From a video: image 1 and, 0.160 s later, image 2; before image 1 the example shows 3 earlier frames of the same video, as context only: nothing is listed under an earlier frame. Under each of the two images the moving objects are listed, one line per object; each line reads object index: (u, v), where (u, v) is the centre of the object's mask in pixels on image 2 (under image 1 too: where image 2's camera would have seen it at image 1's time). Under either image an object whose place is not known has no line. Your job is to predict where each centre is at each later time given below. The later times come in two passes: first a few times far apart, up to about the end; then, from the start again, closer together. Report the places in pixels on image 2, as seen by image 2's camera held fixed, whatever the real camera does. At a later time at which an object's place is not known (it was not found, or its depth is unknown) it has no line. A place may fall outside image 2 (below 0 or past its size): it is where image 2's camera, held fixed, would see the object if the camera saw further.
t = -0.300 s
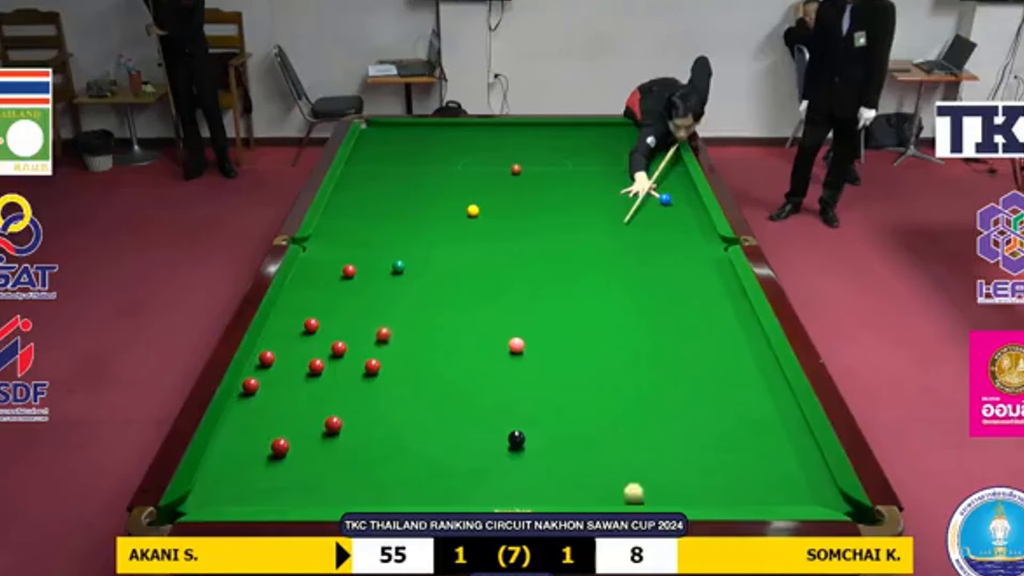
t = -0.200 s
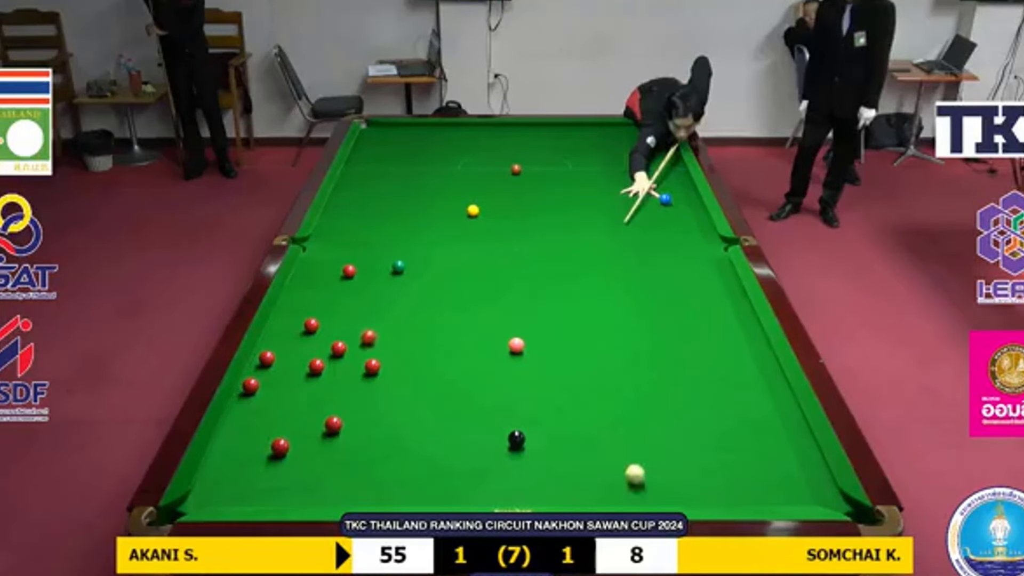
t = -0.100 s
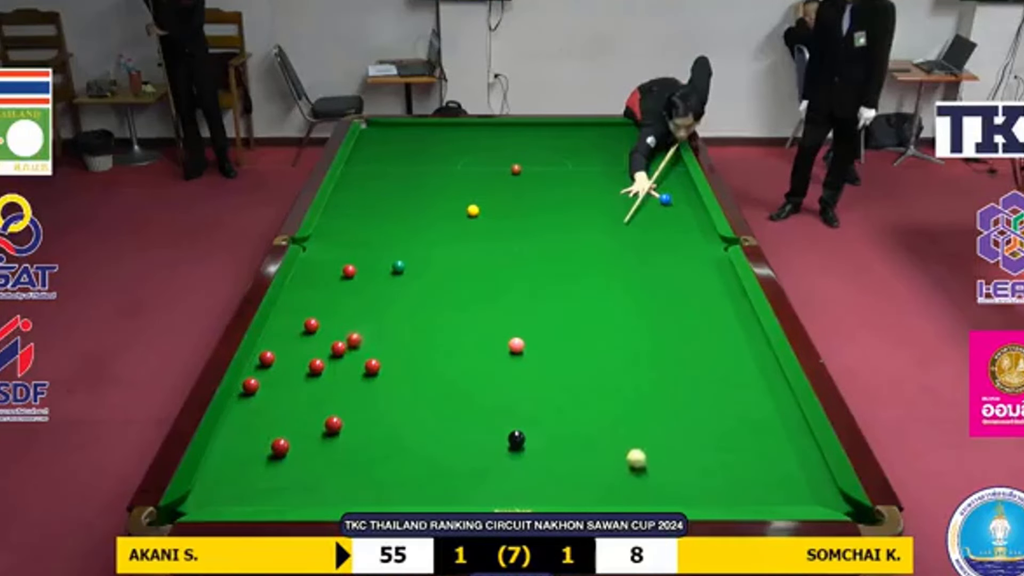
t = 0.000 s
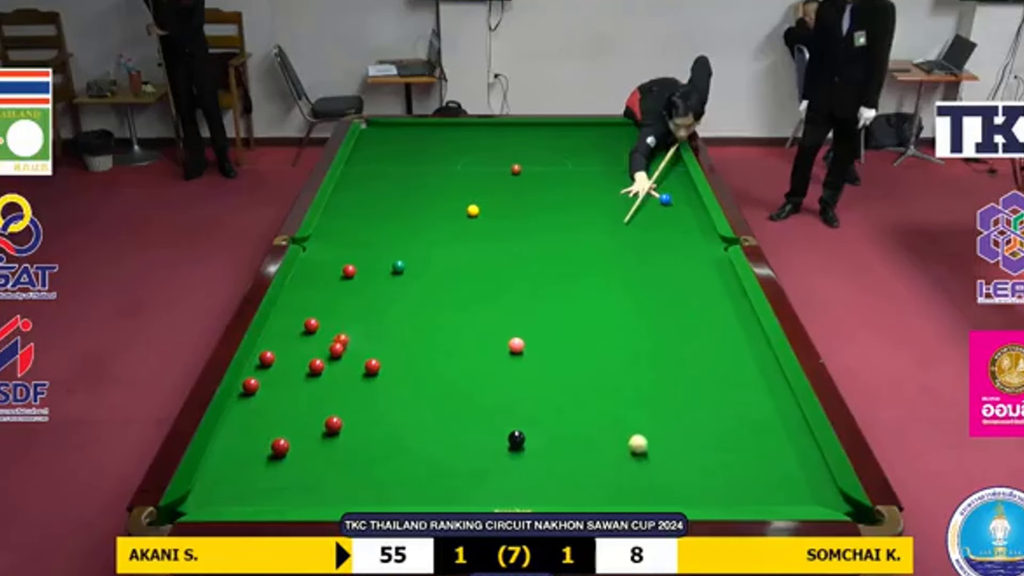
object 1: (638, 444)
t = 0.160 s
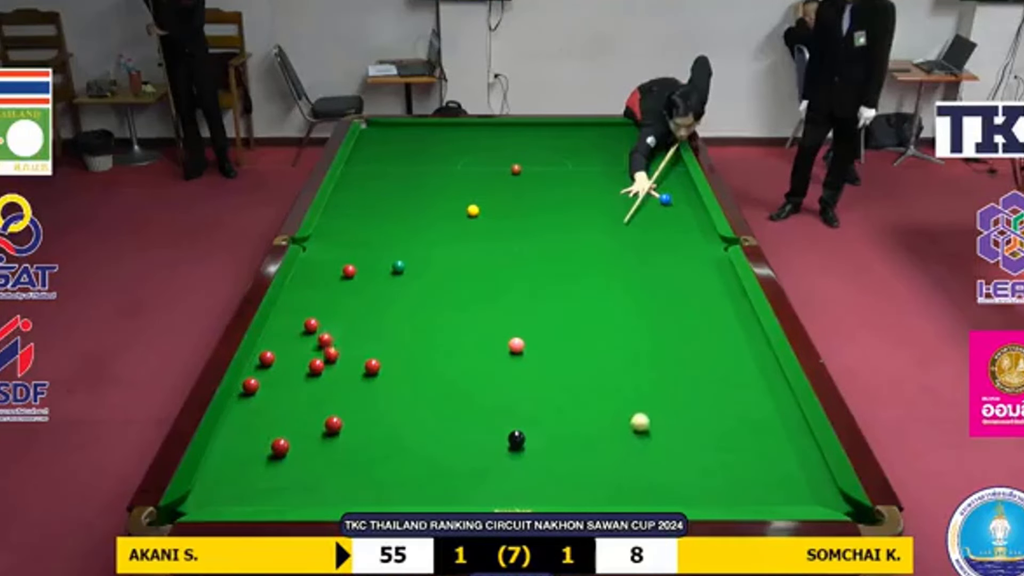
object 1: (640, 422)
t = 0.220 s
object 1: (641, 415)
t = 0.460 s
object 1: (644, 386)
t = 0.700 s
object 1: (647, 362)
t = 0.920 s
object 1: (649, 342)
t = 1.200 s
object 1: (651, 319)
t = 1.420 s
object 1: (653, 303)
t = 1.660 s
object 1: (655, 288)
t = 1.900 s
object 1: (656, 276)
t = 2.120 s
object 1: (658, 261)
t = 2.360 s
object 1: (659, 249)
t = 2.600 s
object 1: (661, 239)
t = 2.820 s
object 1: (661, 230)
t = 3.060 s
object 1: (662, 221)
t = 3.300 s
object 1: (663, 212)
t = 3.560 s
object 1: (663, 205)
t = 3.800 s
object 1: (662, 202)
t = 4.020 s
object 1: (662, 202)
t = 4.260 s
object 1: (661, 201)
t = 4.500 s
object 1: (661, 200)
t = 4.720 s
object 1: (661, 200)
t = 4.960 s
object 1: (661, 200)
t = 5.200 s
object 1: (661, 201)
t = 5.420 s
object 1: (661, 201)
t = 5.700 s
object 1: (661, 201)
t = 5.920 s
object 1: (661, 201)
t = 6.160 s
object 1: (661, 201)
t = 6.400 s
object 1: (661, 200)
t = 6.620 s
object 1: (661, 200)
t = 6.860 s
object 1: (661, 201)
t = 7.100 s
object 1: (661, 200)
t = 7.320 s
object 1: (661, 200)
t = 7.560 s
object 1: (661, 201)
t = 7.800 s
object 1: (661, 201)
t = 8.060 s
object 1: (661, 201)
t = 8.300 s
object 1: (661, 201)
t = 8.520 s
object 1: (661, 201)
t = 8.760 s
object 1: (661, 201)
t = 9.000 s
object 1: (661, 201)
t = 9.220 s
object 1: (661, 201)
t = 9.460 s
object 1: (661, 201)
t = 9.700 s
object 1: (661, 201)
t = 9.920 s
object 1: (661, 201)
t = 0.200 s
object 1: (641, 417)
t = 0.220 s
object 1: (641, 415)
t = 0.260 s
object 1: (642, 410)
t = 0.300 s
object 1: (642, 405)
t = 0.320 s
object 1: (642, 403)
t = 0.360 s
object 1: (643, 398)
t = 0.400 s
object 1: (643, 393)
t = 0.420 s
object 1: (644, 391)
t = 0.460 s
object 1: (644, 386)
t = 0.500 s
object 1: (644, 382)
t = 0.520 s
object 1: (644, 380)
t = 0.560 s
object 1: (645, 376)
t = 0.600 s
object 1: (646, 372)
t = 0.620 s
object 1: (646, 370)
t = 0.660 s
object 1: (646, 366)
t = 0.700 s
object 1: (647, 362)
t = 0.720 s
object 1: (647, 360)
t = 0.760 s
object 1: (647, 356)
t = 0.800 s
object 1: (648, 352)
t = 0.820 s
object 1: (648, 351)
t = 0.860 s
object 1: (648, 347)
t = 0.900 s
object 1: (648, 343)
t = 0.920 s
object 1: (649, 342)
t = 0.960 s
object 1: (649, 338)
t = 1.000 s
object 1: (650, 335)
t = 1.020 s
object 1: (650, 333)
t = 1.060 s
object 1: (650, 330)
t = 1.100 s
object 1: (650, 327)
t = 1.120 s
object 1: (650, 325)
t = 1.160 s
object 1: (651, 322)
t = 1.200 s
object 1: (651, 319)
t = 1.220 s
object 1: (651, 317)
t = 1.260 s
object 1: (651, 314)
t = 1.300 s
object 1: (652, 311)
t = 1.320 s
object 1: (652, 310)
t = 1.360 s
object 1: (652, 307)
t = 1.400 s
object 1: (653, 304)
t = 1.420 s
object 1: (653, 303)
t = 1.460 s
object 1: (653, 300)
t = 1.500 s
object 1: (653, 299)
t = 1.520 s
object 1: (653, 298)
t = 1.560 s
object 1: (654, 295)
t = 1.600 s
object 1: (654, 292)
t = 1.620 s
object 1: (655, 290)
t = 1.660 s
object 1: (655, 288)
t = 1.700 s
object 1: (655, 286)
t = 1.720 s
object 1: (655, 285)
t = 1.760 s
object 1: (655, 283)
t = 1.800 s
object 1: (655, 281)
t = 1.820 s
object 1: (656, 280)
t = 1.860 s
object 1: (656, 279)
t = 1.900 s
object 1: (656, 276)
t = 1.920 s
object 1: (656, 275)
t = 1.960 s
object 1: (657, 273)
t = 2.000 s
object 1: (657, 271)
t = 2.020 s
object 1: (657, 270)
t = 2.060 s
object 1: (658, 264)
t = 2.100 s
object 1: (658, 262)
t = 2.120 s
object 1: (658, 261)
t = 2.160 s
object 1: (659, 259)
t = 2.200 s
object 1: (659, 257)
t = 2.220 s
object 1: (658, 256)
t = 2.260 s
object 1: (659, 254)
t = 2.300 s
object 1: (659, 252)
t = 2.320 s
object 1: (659, 251)
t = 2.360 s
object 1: (659, 249)
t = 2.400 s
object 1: (660, 248)
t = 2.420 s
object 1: (660, 247)
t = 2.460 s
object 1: (660, 245)
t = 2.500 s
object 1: (660, 243)
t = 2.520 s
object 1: (660, 242)
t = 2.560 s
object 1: (660, 240)
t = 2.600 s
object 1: (661, 239)
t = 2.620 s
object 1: (661, 238)
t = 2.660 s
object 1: (661, 236)
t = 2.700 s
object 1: (661, 234)
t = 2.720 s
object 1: (661, 234)
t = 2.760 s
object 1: (661, 232)
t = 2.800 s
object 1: (661, 231)
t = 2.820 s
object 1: (661, 230)
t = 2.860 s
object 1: (661, 228)
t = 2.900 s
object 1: (662, 226)
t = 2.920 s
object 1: (662, 226)
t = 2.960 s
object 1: (662, 224)
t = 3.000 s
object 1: (662, 223)
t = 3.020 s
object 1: (662, 222)
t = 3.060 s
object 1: (662, 221)
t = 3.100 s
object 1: (662, 219)
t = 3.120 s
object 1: (662, 218)
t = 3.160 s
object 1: (662, 217)
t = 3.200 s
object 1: (663, 216)
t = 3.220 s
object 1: (663, 215)
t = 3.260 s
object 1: (663, 213)
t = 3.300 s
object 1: (663, 212)
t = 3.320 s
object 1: (663, 212)
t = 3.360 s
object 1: (663, 211)
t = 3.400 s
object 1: (663, 209)
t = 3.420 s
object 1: (663, 209)
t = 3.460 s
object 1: (663, 207)
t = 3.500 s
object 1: (663, 206)
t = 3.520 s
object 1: (663, 206)
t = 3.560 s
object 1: (663, 205)
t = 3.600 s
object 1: (663, 203)
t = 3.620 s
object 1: (663, 203)
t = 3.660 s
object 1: (663, 203)
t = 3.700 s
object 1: (663, 203)
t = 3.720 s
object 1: (663, 203)
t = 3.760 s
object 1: (663, 203)
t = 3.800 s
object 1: (662, 202)
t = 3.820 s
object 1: (662, 202)
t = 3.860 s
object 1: (662, 202)
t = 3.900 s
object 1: (662, 202)
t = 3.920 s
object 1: (662, 202)
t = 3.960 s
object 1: (662, 202)
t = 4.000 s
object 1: (662, 202)
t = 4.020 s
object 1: (662, 202)
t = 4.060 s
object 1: (662, 201)
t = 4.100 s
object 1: (662, 201)
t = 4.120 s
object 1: (662, 201)
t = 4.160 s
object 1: (661, 201)
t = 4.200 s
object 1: (661, 201)
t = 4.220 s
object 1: (661, 201)
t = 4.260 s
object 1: (661, 201)
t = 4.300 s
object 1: (661, 201)
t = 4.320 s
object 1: (661, 201)
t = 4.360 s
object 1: (661, 200)
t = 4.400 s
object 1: (661, 200)
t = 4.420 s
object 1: (661, 200)
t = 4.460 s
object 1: (661, 200)
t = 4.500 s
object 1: (661, 200)
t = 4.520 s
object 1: (661, 200)
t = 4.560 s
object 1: (661, 200)
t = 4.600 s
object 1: (661, 200)
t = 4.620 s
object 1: (661, 200)
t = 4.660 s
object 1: (661, 200)
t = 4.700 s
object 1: (661, 200)
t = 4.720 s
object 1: (661, 200)
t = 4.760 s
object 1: (661, 200)
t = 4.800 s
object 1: (661, 200)
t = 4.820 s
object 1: (661, 200)
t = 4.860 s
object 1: (661, 200)
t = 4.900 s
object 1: (661, 200)
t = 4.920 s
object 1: (661, 200)
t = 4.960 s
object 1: (661, 200)
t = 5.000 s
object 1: (661, 200)
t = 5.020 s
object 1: (661, 200)
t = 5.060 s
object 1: (661, 200)
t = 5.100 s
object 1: (661, 200)
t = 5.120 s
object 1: (661, 200)
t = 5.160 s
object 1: (661, 200)
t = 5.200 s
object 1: (661, 201)
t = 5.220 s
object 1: (661, 201)
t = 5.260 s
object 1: (661, 201)
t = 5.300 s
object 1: (661, 201)
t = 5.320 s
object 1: (661, 201)
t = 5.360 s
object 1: (661, 201)
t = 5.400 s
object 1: (661, 201)
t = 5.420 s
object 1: (661, 201)
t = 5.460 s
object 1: (661, 201)
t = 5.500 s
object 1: (661, 201)
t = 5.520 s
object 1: (661, 201)
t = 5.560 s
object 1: (661, 201)
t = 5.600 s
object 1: (661, 201)
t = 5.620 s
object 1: (661, 201)
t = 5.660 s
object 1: (661, 201)
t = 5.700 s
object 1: (661, 201)
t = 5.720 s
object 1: (661, 201)
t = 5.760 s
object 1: (661, 201)
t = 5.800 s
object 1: (661, 201)
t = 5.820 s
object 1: (661, 201)
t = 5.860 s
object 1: (661, 201)
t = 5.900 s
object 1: (661, 201)
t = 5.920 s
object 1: (661, 201)
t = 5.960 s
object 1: (661, 201)
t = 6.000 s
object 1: (661, 201)
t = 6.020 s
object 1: (661, 201)
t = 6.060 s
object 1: (661, 201)
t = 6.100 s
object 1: (661, 201)
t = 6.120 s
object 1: (661, 201)
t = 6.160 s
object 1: (661, 201)
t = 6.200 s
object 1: (661, 201)
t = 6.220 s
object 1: (661, 201)
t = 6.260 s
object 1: (661, 200)
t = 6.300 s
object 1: (661, 200)
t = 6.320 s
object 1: (661, 201)
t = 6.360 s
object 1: (661, 200)
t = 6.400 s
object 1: (661, 200)
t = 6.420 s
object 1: (661, 200)
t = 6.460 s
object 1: (661, 200)
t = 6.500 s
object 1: (661, 200)
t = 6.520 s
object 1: (661, 200)
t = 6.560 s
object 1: (661, 200)
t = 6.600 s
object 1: (661, 200)
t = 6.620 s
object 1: (661, 200)
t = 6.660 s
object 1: (661, 200)
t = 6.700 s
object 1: (661, 200)
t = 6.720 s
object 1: (661, 200)
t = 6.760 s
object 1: (661, 200)
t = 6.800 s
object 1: (661, 200)
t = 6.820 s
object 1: (661, 200)
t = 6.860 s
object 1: (661, 201)
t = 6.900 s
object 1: (661, 200)
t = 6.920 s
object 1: (661, 200)
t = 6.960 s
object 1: (661, 201)
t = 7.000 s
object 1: (661, 200)
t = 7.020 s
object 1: (661, 200)
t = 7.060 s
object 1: (661, 200)
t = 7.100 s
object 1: (661, 200)
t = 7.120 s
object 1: (661, 200)
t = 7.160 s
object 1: (661, 200)
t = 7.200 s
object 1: (661, 200)
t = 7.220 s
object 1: (661, 200)
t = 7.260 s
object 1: (661, 200)
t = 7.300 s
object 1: (661, 200)
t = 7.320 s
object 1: (661, 200)
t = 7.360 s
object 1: (661, 200)
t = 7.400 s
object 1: (661, 200)
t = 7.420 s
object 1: (661, 200)
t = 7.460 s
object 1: (661, 201)
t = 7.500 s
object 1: (661, 201)
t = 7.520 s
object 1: (661, 201)
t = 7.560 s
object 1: (661, 201)
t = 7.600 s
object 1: (661, 201)
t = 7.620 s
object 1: (661, 201)
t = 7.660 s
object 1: (661, 201)
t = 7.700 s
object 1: (661, 201)
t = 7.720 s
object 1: (661, 201)
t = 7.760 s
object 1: (661, 201)
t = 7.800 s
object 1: (661, 201)
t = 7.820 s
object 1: (661, 201)
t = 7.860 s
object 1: (661, 201)
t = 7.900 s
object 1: (661, 201)
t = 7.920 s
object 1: (661, 201)
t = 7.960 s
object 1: (661, 201)
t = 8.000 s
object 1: (661, 201)
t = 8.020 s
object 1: (661, 201)
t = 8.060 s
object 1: (661, 201)
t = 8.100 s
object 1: (661, 201)
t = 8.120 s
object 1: (661, 201)
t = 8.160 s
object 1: (661, 201)
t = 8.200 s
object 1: (661, 201)
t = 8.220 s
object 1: (661, 201)
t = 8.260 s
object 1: (661, 201)
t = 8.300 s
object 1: (661, 201)
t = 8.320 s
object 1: (661, 201)
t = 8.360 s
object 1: (661, 201)
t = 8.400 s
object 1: (661, 201)
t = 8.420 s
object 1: (661, 201)
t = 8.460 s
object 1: (661, 201)
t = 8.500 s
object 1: (661, 201)
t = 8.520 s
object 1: (661, 201)
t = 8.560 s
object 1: (661, 201)
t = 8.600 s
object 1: (661, 201)
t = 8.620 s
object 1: (661, 201)
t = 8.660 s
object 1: (661, 201)
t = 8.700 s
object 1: (661, 201)
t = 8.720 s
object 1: (661, 201)
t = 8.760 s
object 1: (661, 201)
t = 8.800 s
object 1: (661, 201)
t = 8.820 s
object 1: (661, 201)
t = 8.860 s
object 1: (661, 201)
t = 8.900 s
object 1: (661, 201)
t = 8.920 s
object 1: (661, 201)
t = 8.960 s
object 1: (661, 201)
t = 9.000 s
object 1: (661, 201)
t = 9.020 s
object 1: (661, 201)
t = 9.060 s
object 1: (661, 201)
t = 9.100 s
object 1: (661, 201)
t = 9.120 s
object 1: (661, 201)
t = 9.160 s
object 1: (661, 201)
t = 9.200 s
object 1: (661, 201)
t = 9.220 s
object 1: (661, 201)
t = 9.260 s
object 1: (661, 201)
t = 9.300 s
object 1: (661, 201)
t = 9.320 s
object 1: (661, 201)
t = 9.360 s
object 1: (661, 201)
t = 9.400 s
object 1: (661, 201)
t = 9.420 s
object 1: (661, 201)
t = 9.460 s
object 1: (661, 201)
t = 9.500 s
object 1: (661, 201)
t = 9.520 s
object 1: (661, 201)
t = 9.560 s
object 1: (661, 201)
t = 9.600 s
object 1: (661, 201)
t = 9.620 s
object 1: (661, 201)
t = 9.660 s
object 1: (661, 201)
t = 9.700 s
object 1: (661, 201)
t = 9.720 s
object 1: (661, 200)
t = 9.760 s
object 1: (661, 201)
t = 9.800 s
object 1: (661, 201)
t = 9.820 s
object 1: (661, 201)
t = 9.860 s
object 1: (661, 201)
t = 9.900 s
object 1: (661, 201)
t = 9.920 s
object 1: (661, 201)
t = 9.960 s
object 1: (661, 201)
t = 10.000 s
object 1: (661, 201)
